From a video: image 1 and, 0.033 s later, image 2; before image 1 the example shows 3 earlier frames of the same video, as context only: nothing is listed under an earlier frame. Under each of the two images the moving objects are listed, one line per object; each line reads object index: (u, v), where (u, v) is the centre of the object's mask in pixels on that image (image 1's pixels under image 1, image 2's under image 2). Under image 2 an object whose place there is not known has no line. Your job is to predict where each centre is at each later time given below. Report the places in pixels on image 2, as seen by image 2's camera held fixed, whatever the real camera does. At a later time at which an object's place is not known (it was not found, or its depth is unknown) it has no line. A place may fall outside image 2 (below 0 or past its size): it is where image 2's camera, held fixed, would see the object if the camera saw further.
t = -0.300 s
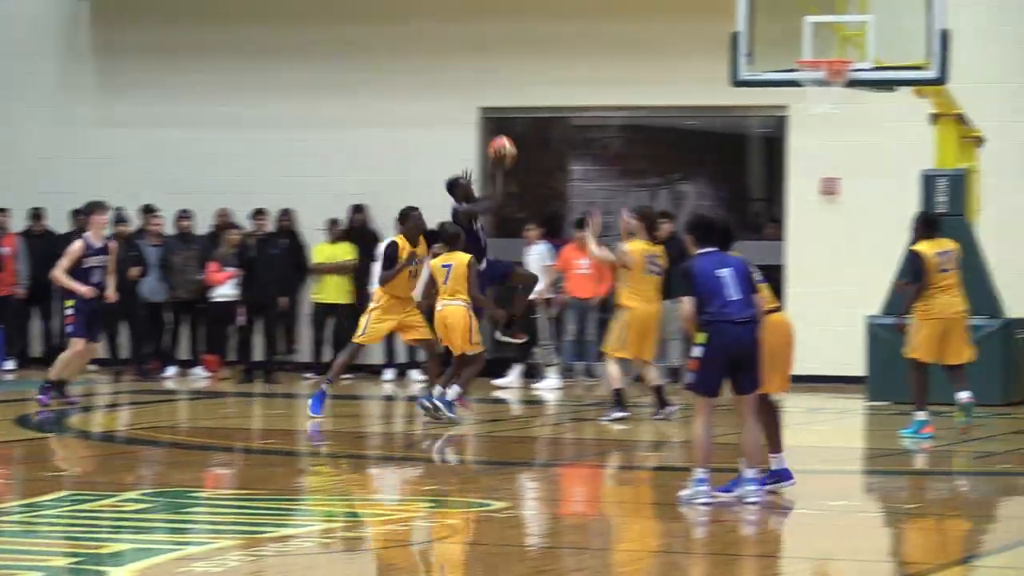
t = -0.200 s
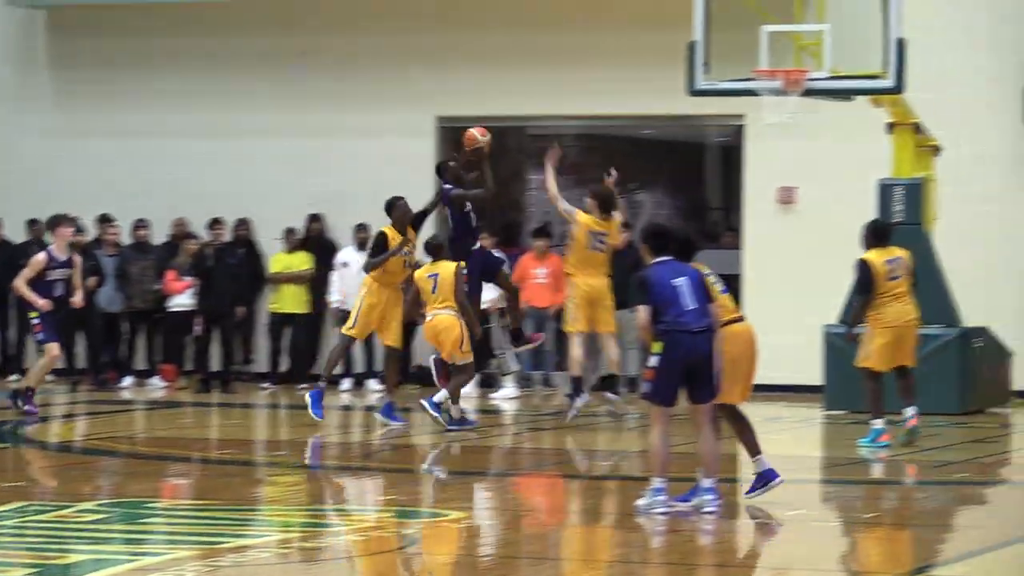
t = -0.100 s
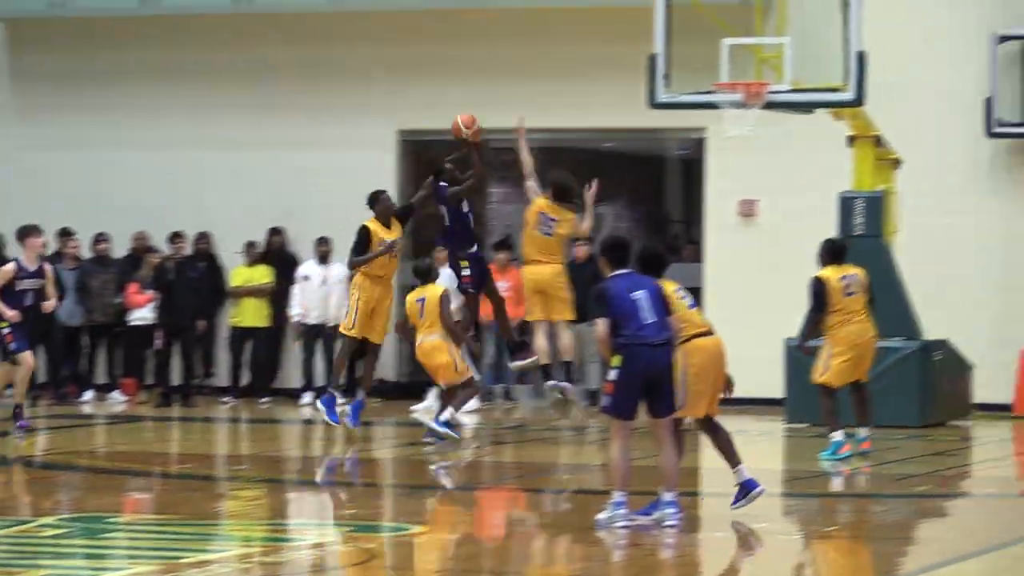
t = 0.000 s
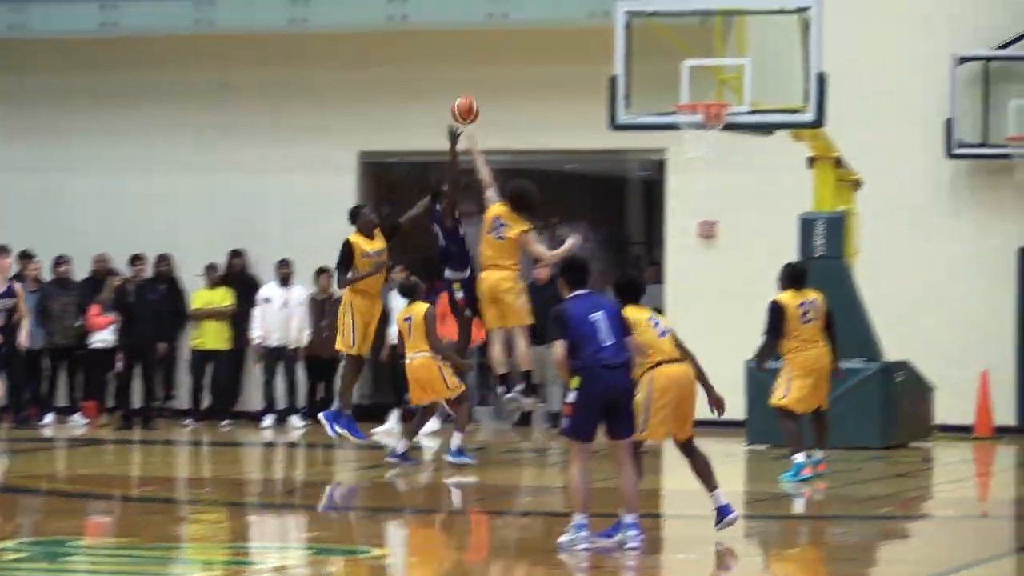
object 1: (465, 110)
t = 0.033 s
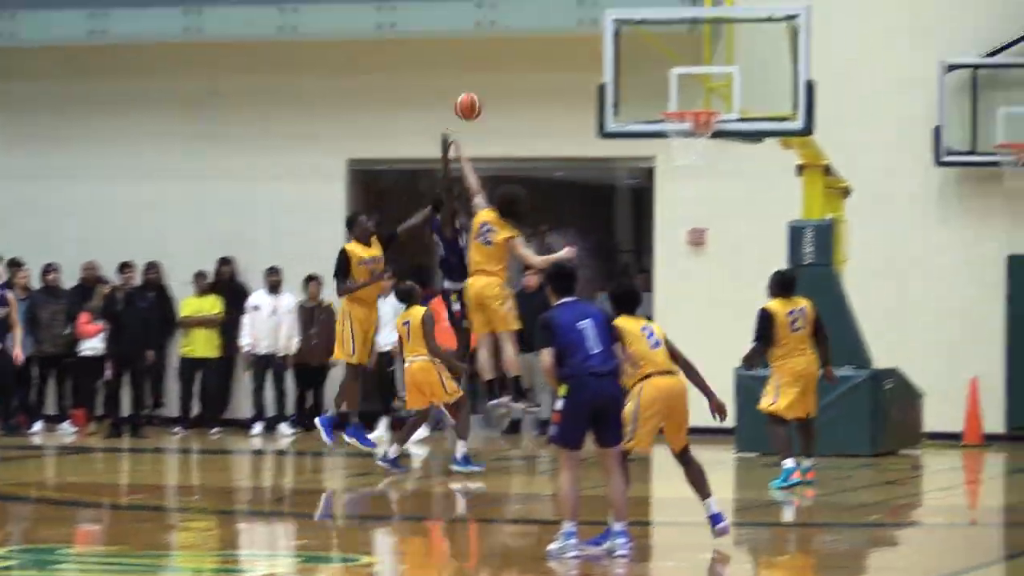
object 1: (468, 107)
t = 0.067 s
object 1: (485, 95)
